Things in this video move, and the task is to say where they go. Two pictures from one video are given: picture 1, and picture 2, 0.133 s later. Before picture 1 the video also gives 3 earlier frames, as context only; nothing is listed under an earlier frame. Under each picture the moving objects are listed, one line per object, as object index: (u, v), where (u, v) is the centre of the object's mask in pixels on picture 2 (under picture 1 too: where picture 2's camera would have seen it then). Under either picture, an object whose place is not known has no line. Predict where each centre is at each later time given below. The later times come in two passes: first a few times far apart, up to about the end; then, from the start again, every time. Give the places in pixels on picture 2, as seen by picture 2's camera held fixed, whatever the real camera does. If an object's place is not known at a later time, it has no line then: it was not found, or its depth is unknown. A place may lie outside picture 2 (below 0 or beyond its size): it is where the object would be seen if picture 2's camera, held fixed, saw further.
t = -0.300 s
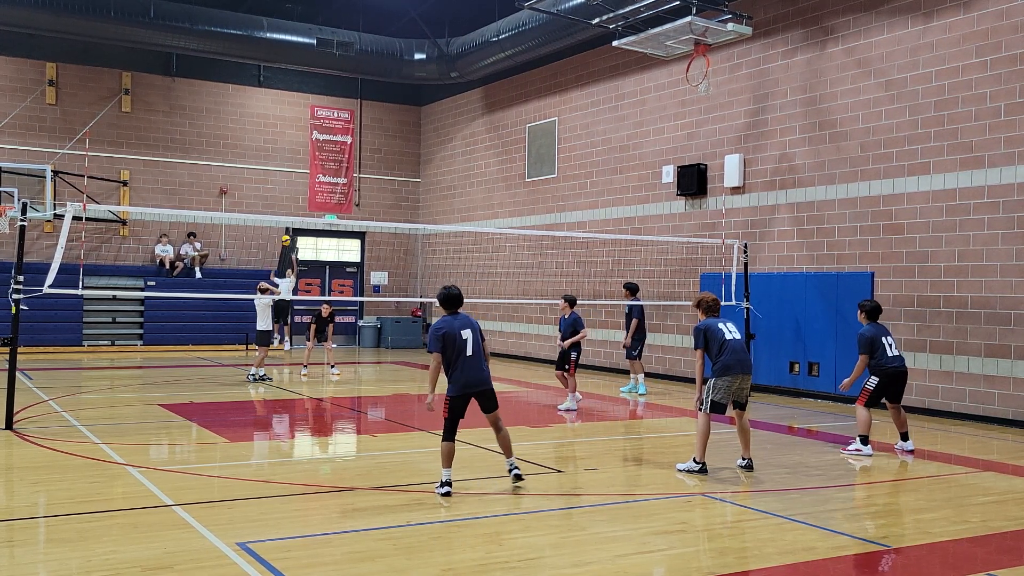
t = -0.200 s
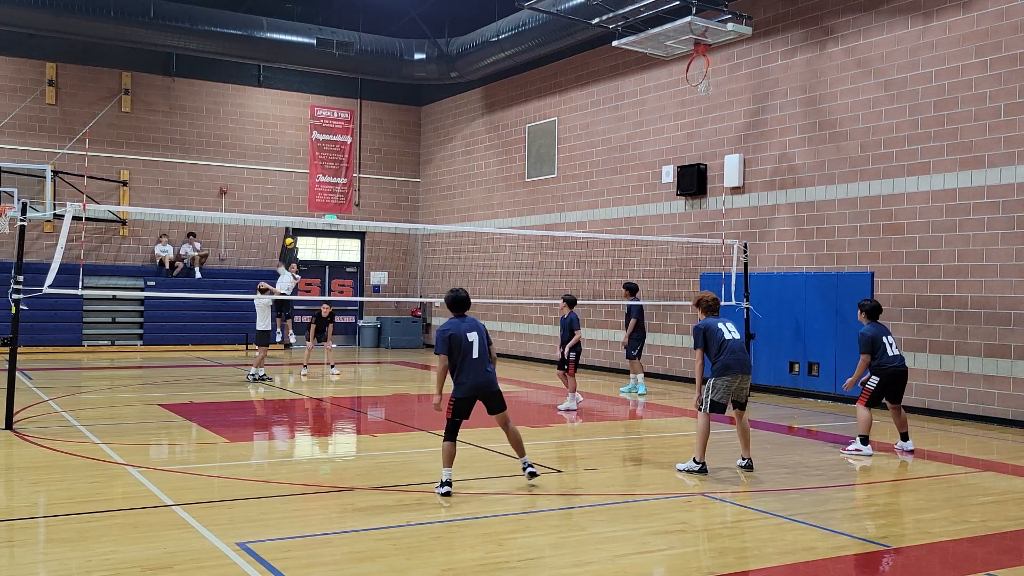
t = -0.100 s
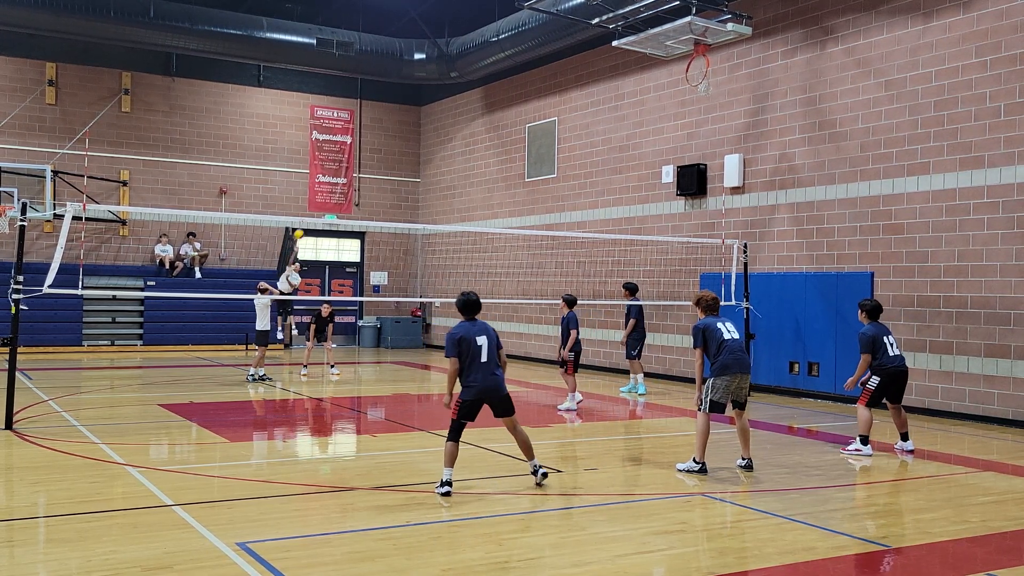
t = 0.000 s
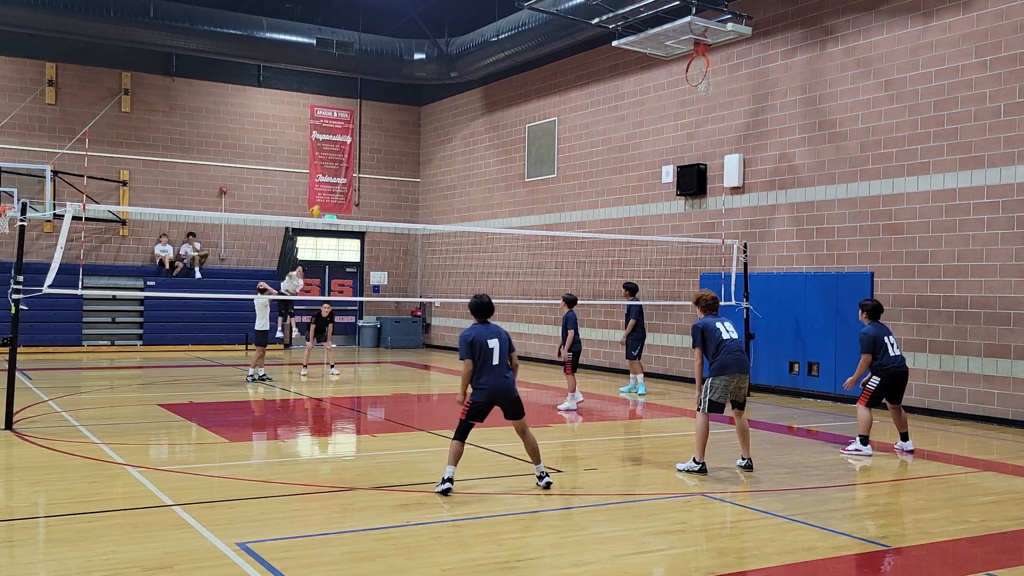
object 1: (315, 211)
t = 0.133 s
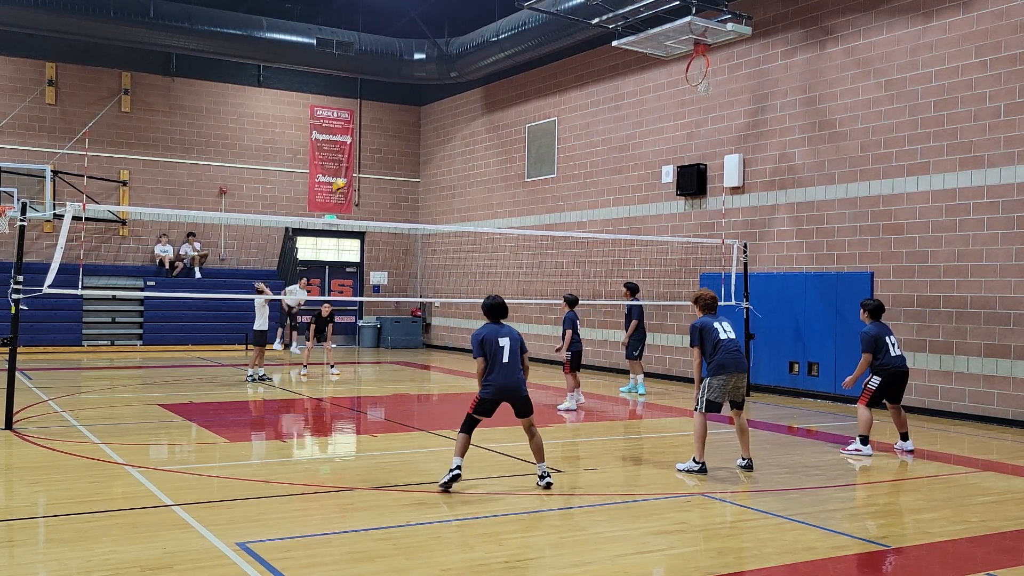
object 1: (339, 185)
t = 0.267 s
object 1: (365, 168)
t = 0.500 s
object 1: (417, 160)
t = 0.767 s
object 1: (490, 200)
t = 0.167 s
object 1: (345, 180)
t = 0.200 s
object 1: (351, 176)
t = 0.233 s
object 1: (359, 172)
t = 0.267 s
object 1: (365, 168)
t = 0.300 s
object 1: (373, 165)
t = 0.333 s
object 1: (379, 163)
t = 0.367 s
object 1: (387, 161)
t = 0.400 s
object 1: (394, 160)
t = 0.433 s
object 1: (401, 159)
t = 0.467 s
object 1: (409, 159)
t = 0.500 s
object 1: (417, 160)
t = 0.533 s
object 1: (424, 161)
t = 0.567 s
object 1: (433, 164)
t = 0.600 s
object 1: (441, 166)
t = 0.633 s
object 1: (450, 170)
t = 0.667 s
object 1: (460, 176)
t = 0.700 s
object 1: (469, 183)
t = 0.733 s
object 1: (480, 190)
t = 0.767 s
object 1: (490, 200)
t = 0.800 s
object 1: (502, 209)
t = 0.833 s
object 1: (514, 221)
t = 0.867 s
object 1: (527, 234)
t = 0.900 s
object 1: (541, 248)
